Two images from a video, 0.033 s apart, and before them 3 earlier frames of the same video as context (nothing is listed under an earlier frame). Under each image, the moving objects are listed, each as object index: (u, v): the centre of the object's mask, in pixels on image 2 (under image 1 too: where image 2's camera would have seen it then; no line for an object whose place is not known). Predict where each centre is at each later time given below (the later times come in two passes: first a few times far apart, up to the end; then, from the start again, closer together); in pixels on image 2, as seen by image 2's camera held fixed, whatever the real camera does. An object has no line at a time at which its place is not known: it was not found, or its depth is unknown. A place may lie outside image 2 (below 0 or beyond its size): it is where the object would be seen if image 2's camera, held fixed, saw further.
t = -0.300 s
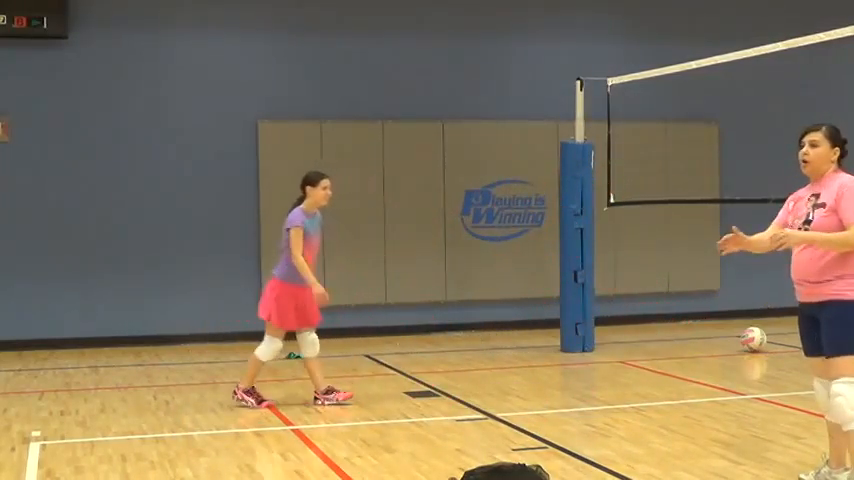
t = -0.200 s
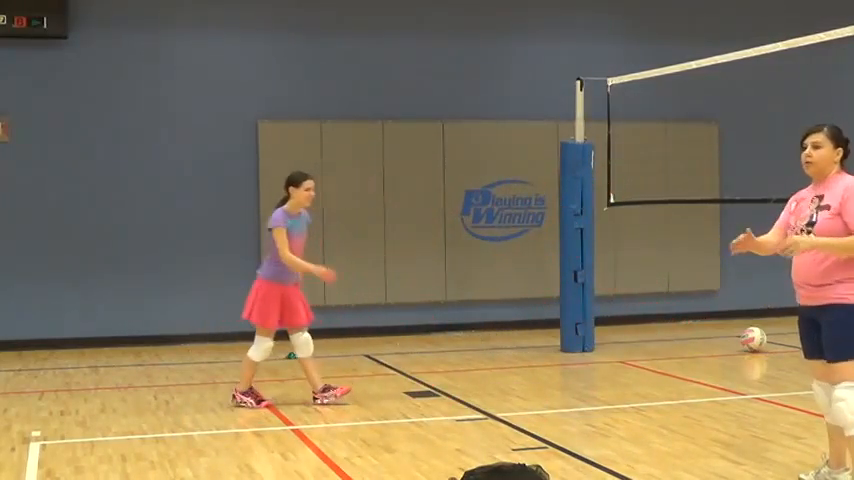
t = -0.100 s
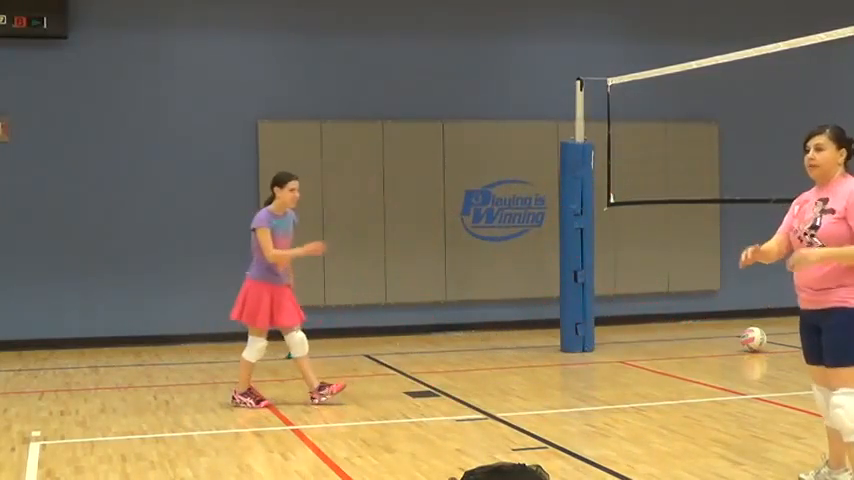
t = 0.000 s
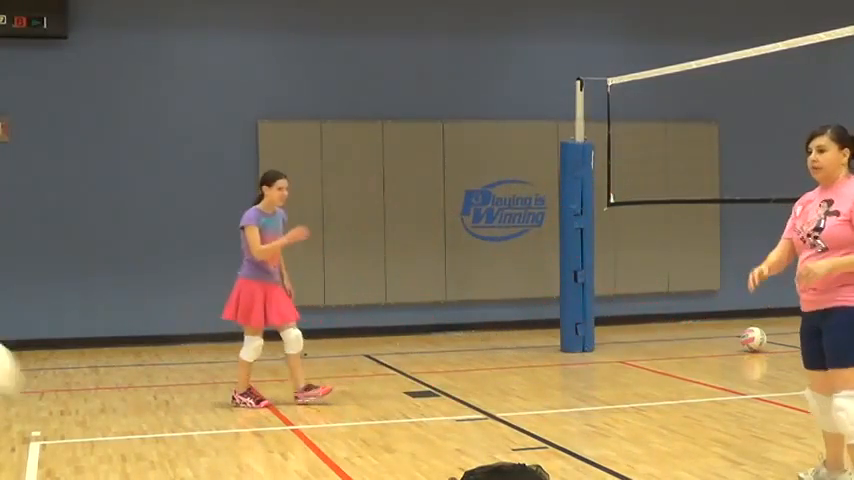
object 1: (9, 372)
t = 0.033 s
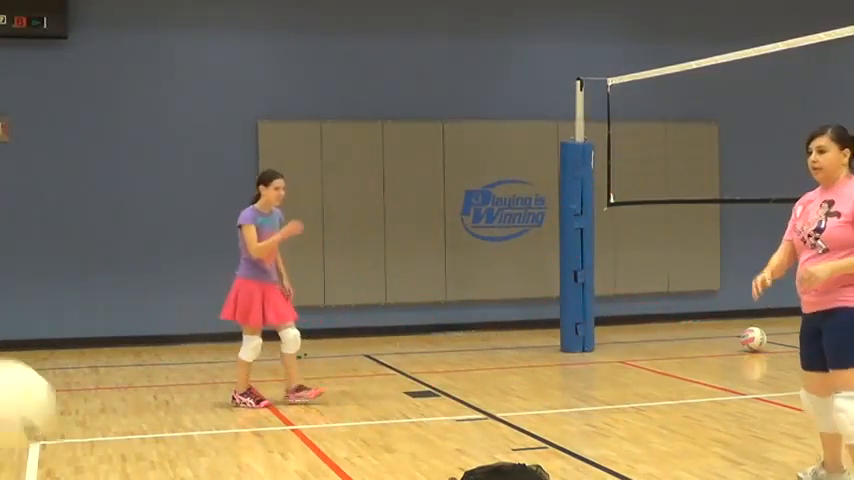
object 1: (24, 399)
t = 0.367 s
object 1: (286, 462)
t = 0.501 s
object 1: (358, 396)
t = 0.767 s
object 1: (487, 402)
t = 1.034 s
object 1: (597, 465)
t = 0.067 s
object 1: (45, 434)
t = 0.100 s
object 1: (80, 455)
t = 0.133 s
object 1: (110, 472)
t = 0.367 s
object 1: (286, 462)
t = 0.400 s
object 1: (303, 449)
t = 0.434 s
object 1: (322, 428)
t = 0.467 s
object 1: (340, 411)
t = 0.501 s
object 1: (358, 396)
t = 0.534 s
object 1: (375, 387)
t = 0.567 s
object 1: (392, 380)
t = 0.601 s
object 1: (409, 376)
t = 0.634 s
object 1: (425, 375)
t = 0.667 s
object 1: (441, 378)
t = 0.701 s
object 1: (457, 383)
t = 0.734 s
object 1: (472, 392)
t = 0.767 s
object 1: (487, 402)
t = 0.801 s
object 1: (502, 417)
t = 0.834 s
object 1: (516, 435)
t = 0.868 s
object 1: (530, 452)
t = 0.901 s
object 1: (542, 466)
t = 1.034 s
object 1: (597, 465)
